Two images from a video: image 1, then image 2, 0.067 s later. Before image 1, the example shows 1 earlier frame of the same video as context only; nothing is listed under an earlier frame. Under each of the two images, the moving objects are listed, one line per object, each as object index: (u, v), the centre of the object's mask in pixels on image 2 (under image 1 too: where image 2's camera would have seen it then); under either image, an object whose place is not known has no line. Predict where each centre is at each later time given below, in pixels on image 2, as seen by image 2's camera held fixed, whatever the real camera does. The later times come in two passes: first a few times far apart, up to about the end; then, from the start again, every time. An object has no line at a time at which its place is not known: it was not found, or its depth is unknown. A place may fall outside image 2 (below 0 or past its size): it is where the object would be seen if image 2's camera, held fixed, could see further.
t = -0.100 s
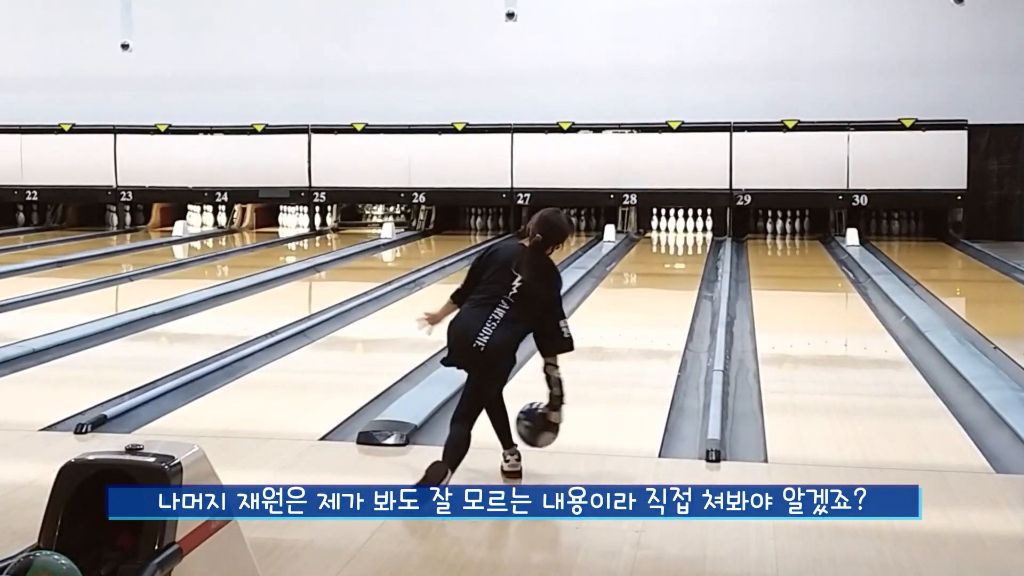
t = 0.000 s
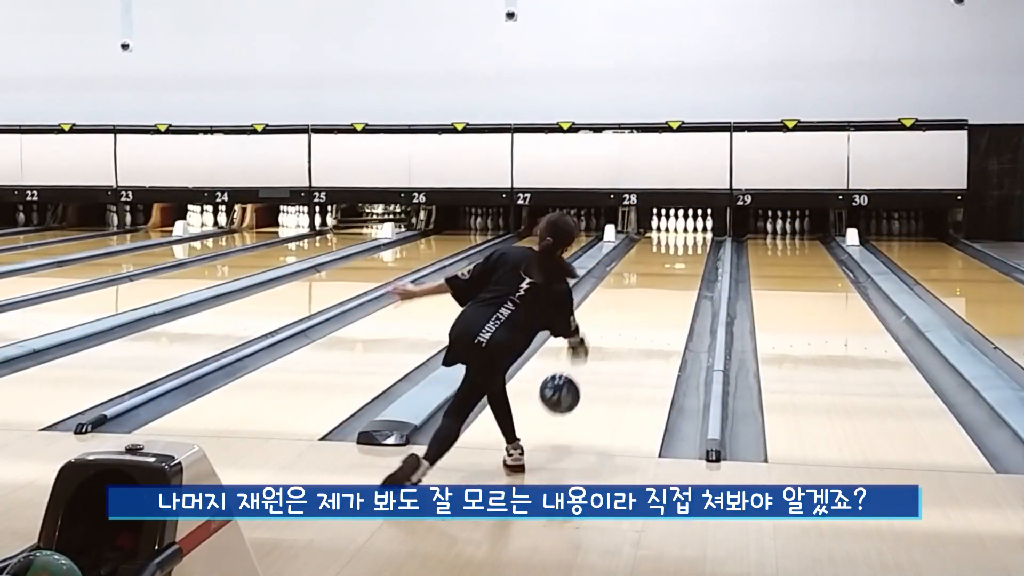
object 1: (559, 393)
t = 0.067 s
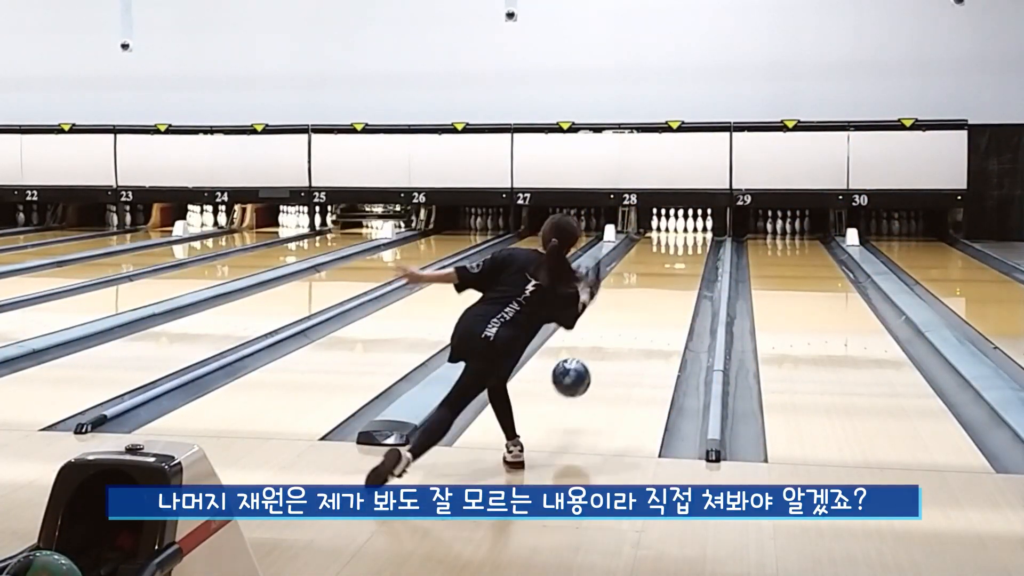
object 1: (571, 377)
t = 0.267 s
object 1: (600, 373)
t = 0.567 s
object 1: (631, 334)
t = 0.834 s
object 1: (650, 310)
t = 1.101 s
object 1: (664, 290)
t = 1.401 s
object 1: (676, 273)
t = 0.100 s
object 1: (577, 373)
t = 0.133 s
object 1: (582, 371)
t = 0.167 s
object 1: (586, 371)
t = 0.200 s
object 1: (591, 372)
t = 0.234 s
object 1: (596, 375)
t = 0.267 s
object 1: (600, 373)
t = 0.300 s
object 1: (604, 368)
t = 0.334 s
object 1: (608, 363)
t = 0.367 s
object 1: (611, 359)
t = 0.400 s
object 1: (615, 354)
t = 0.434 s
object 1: (618, 350)
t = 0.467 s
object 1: (622, 346)
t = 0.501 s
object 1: (625, 342)
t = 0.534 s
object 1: (628, 338)
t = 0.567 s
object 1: (631, 334)
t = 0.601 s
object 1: (633, 331)
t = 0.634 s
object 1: (636, 327)
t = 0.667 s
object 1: (639, 324)
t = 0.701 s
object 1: (641, 321)
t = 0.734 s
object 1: (643, 318)
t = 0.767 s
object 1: (645, 315)
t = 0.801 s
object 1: (648, 312)
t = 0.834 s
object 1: (650, 310)
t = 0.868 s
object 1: (652, 307)
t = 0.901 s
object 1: (654, 304)
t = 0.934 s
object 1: (656, 301)
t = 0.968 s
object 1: (658, 299)
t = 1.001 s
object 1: (659, 296)
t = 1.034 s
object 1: (661, 294)
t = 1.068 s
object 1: (663, 292)
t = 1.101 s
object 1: (664, 290)
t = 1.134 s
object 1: (666, 288)
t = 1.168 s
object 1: (667, 285)
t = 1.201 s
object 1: (669, 283)
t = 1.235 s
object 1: (670, 281)
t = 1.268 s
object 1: (672, 279)
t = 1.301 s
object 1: (673, 278)
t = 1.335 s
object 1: (674, 276)
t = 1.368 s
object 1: (675, 274)
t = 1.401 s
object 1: (676, 273)
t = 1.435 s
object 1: (678, 271)
